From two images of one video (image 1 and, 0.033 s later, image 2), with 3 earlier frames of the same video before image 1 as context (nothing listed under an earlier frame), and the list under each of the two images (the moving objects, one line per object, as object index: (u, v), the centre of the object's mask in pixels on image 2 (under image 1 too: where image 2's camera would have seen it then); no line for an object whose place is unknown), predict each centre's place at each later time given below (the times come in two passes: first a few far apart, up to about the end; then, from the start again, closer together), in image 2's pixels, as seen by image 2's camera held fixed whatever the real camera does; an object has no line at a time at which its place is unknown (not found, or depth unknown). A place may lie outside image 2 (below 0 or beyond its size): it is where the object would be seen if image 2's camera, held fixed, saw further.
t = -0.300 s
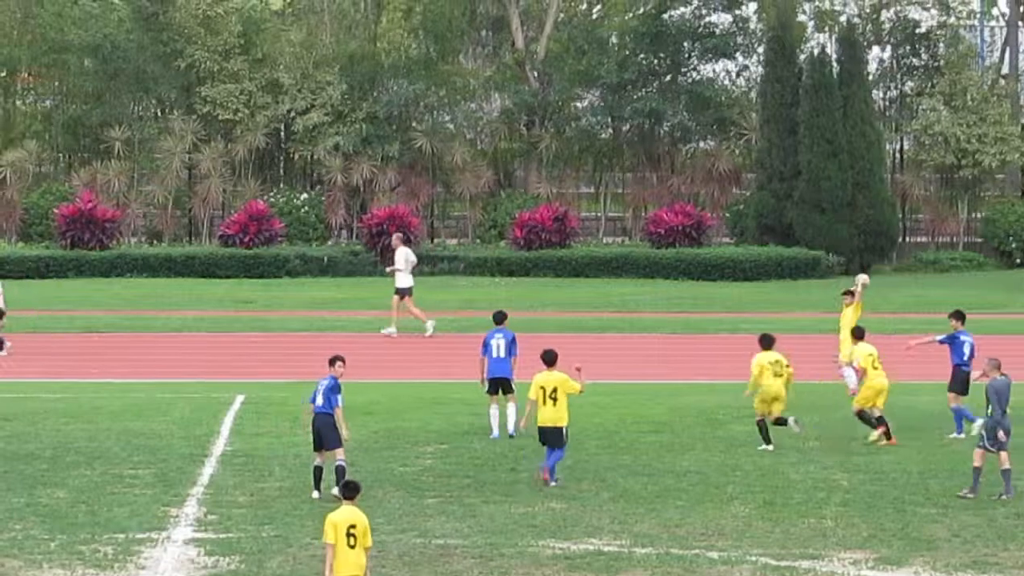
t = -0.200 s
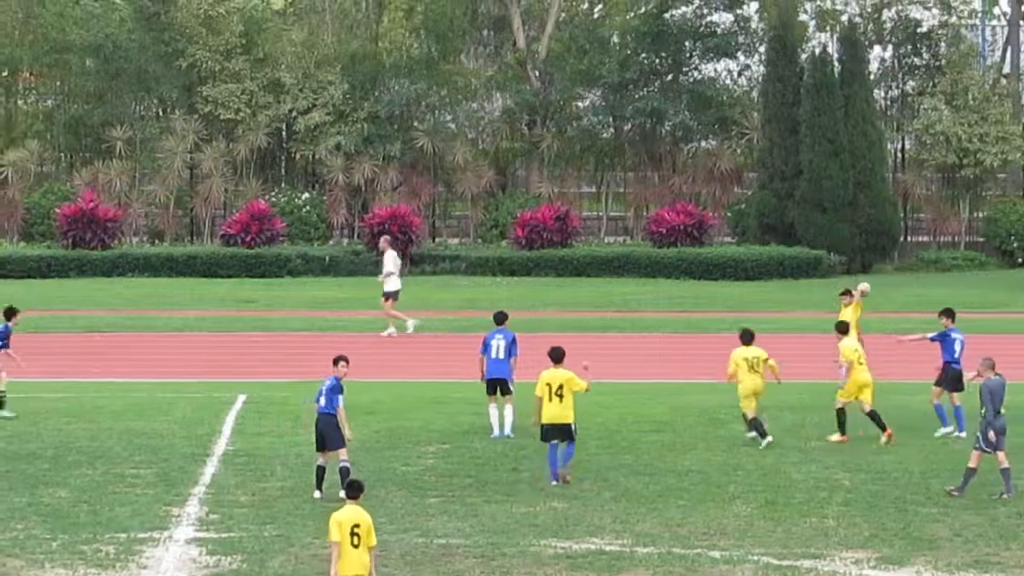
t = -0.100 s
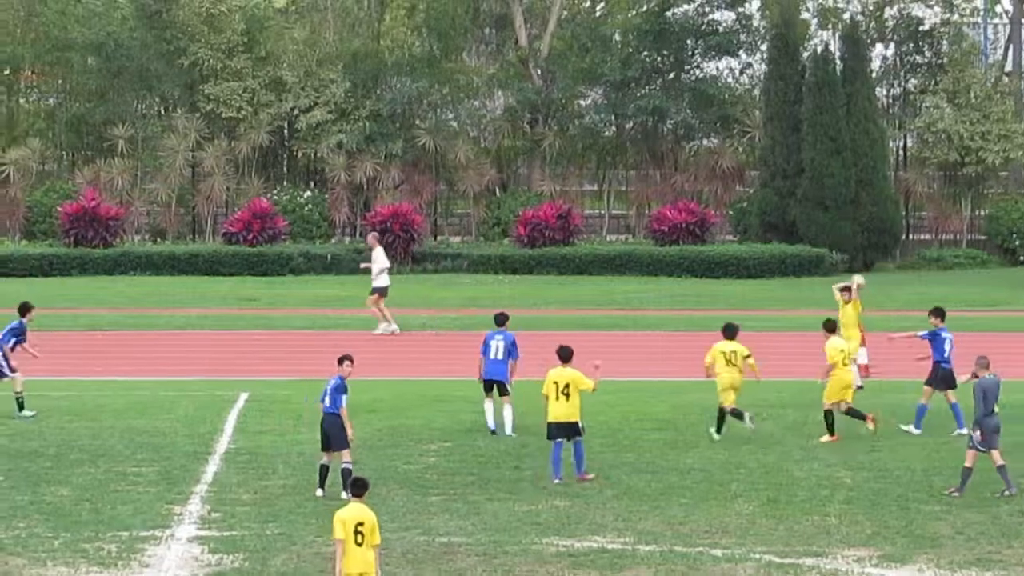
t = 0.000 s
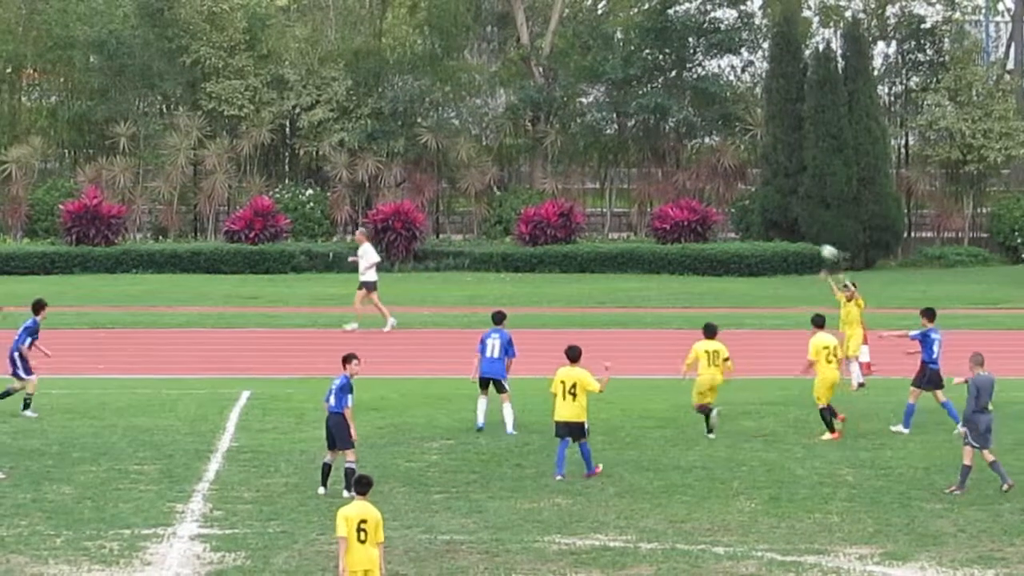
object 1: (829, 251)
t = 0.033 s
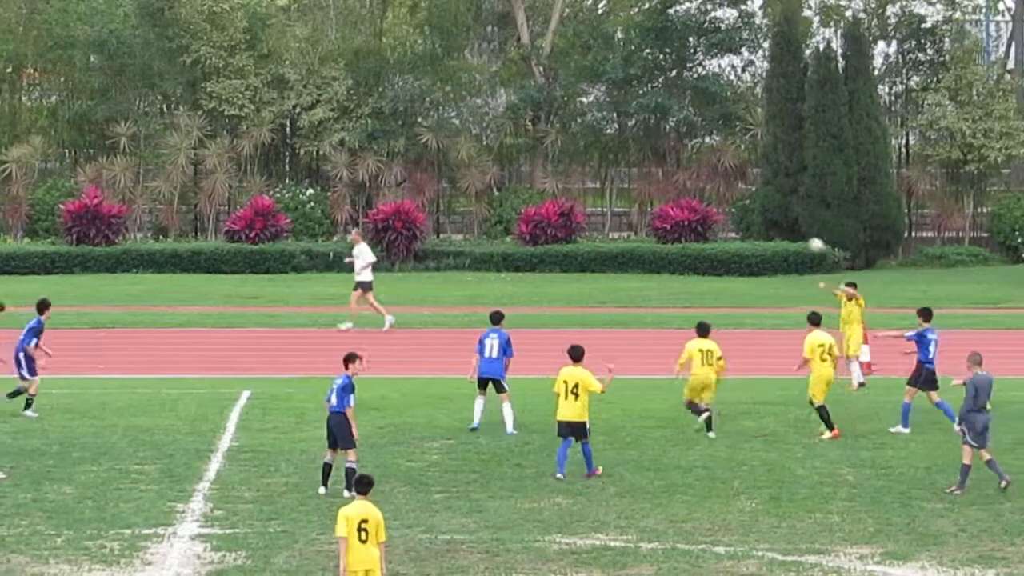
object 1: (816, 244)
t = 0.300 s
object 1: (715, 218)
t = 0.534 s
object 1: (630, 236)
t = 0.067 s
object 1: (803, 238)
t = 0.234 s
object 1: (740, 222)
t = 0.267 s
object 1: (727, 220)
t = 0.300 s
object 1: (715, 218)
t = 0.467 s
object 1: (654, 229)
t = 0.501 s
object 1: (641, 232)
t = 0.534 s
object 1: (630, 236)
